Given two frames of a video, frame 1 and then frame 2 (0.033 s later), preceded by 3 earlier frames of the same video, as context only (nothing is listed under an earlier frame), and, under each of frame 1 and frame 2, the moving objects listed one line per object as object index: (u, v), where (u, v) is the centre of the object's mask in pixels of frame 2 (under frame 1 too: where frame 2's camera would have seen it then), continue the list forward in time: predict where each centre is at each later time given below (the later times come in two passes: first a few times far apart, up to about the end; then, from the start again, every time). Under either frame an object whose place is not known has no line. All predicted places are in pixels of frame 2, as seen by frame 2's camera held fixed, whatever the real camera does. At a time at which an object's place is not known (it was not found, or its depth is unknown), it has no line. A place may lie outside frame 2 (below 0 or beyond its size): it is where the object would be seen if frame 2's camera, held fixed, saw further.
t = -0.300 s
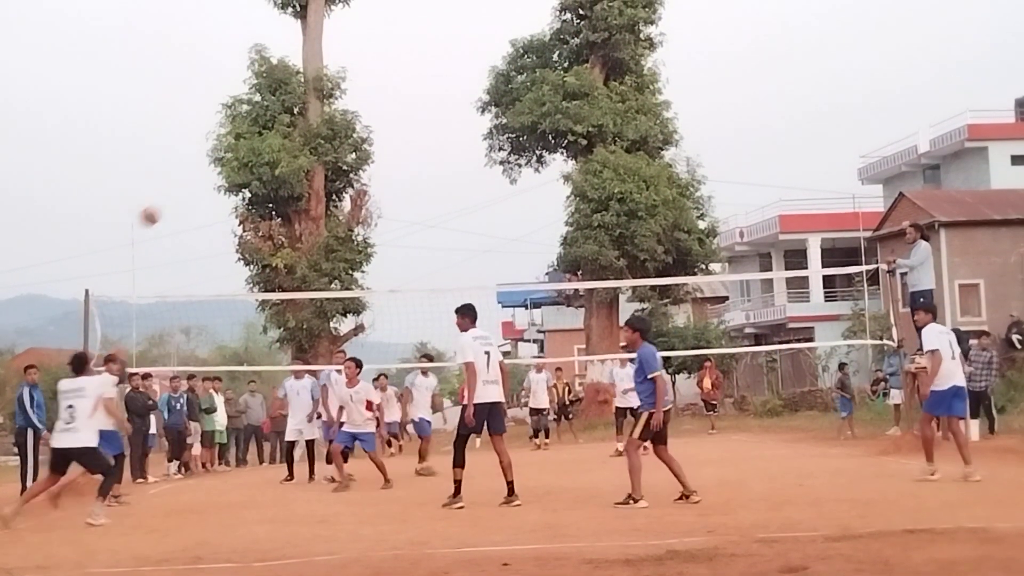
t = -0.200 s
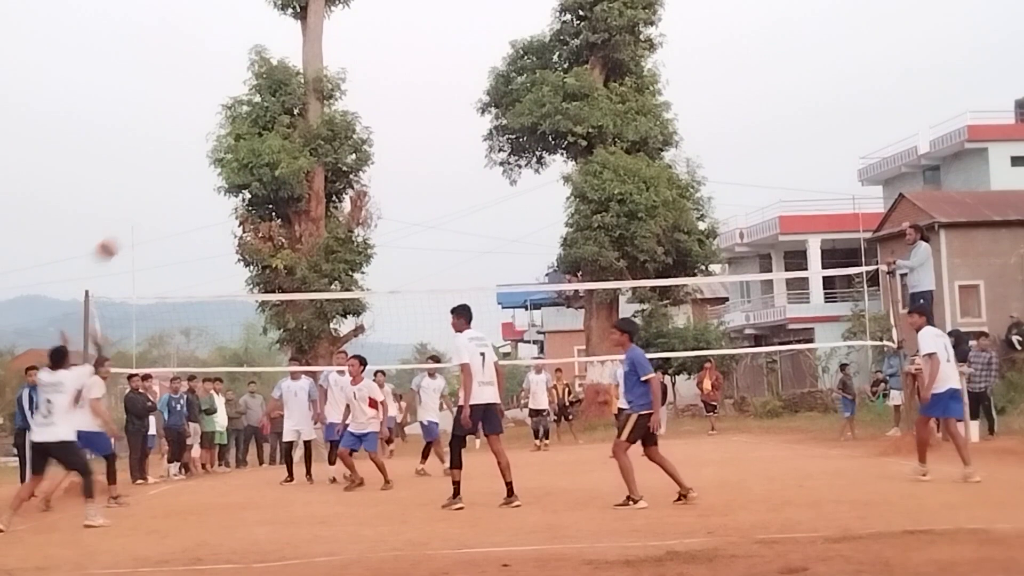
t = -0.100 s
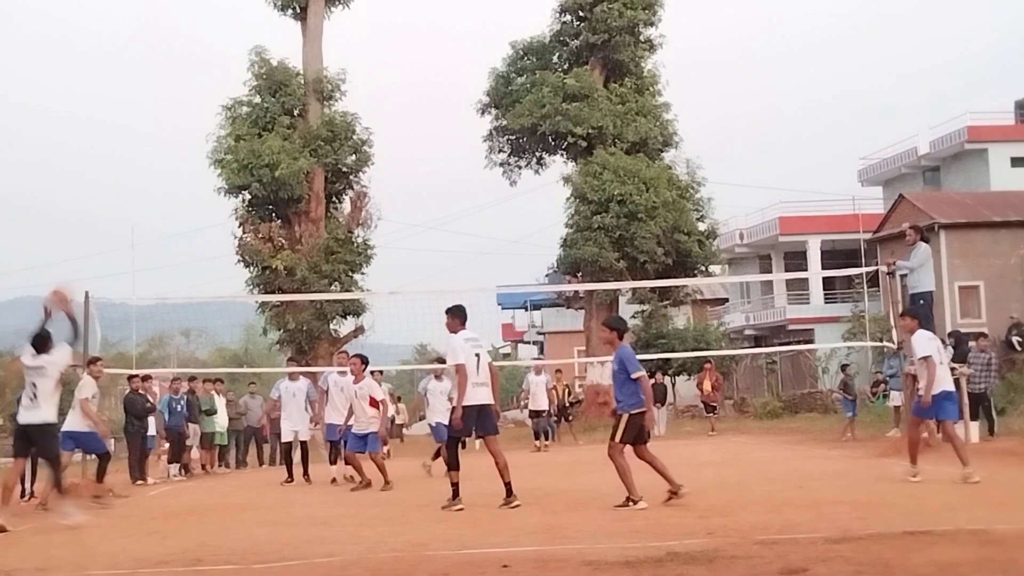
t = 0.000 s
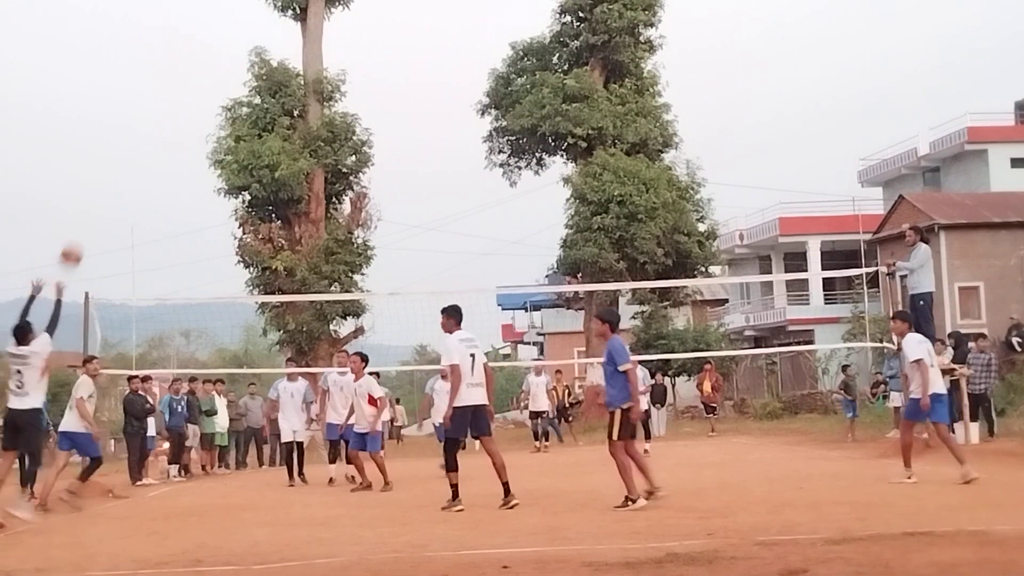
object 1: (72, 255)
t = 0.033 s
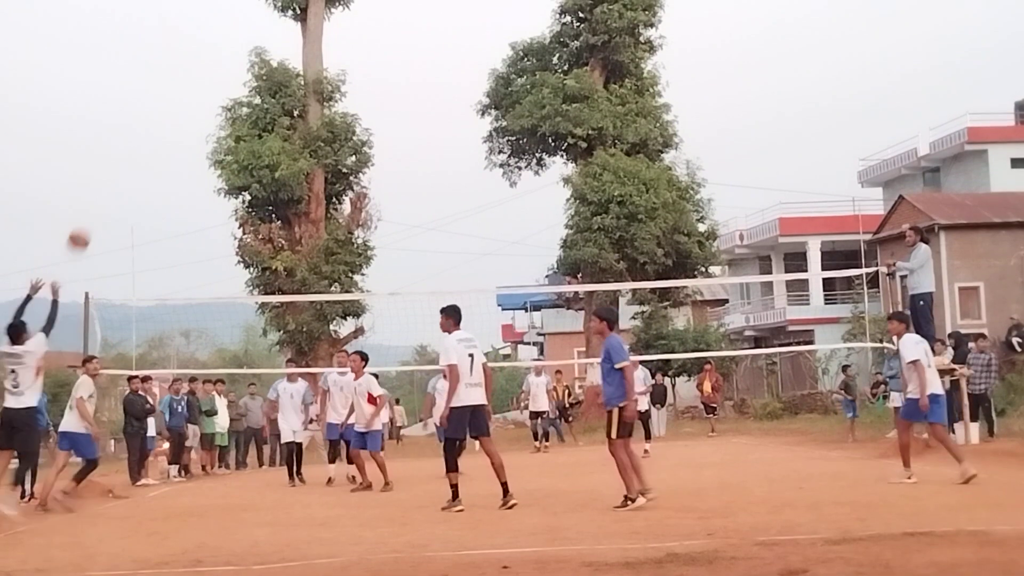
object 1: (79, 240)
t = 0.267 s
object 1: (127, 167)
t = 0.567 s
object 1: (183, 157)
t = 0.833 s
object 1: (229, 213)
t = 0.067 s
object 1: (86, 226)
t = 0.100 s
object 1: (93, 212)
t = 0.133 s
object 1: (100, 200)
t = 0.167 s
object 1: (107, 190)
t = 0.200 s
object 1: (114, 181)
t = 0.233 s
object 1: (121, 174)
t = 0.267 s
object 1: (127, 167)
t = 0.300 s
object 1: (134, 162)
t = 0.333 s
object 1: (140, 158)
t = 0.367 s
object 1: (146, 155)
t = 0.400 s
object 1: (153, 152)
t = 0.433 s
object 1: (159, 152)
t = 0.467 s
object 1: (165, 151)
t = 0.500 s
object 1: (171, 152)
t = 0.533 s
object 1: (177, 154)
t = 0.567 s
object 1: (183, 157)
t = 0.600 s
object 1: (189, 161)
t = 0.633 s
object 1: (195, 166)
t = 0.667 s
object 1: (200, 171)
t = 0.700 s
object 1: (206, 178)
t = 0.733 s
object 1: (212, 186)
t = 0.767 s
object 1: (218, 194)
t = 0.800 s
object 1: (222, 202)
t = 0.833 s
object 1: (229, 213)
